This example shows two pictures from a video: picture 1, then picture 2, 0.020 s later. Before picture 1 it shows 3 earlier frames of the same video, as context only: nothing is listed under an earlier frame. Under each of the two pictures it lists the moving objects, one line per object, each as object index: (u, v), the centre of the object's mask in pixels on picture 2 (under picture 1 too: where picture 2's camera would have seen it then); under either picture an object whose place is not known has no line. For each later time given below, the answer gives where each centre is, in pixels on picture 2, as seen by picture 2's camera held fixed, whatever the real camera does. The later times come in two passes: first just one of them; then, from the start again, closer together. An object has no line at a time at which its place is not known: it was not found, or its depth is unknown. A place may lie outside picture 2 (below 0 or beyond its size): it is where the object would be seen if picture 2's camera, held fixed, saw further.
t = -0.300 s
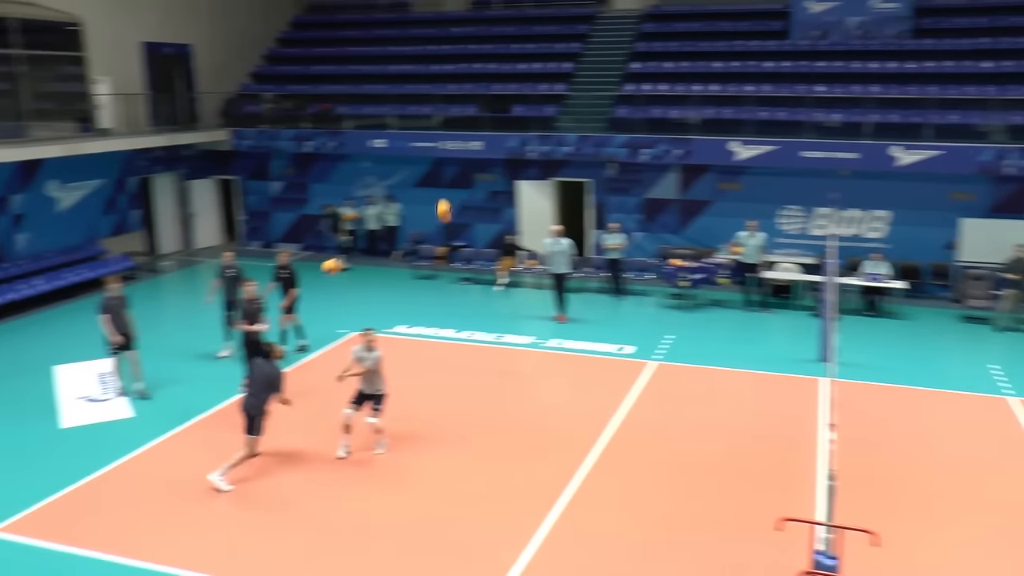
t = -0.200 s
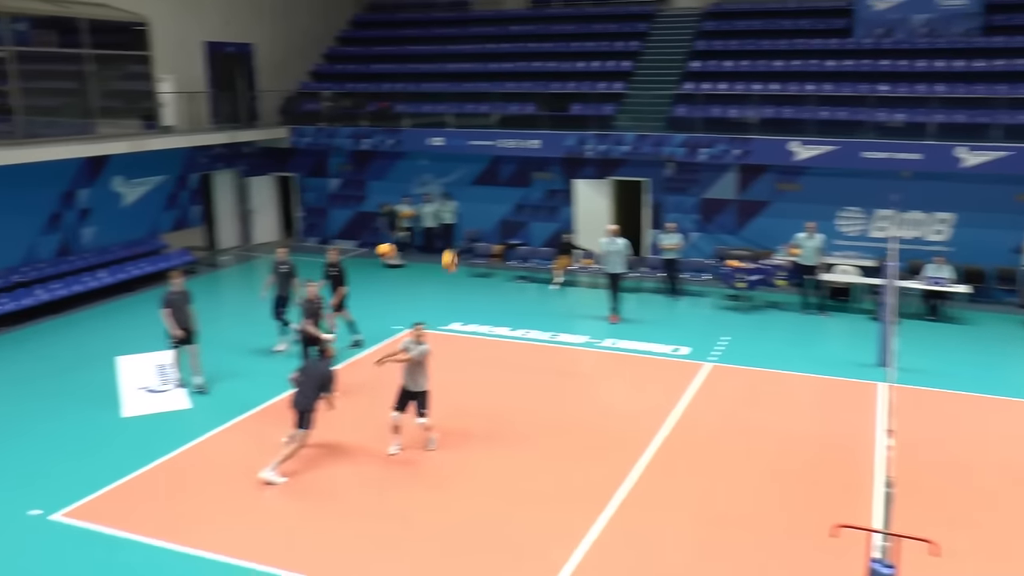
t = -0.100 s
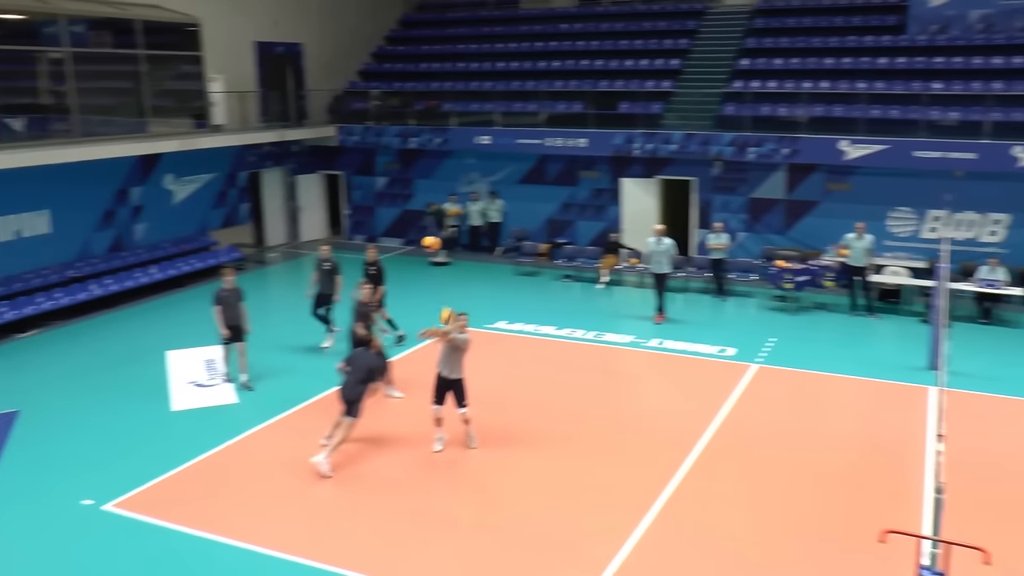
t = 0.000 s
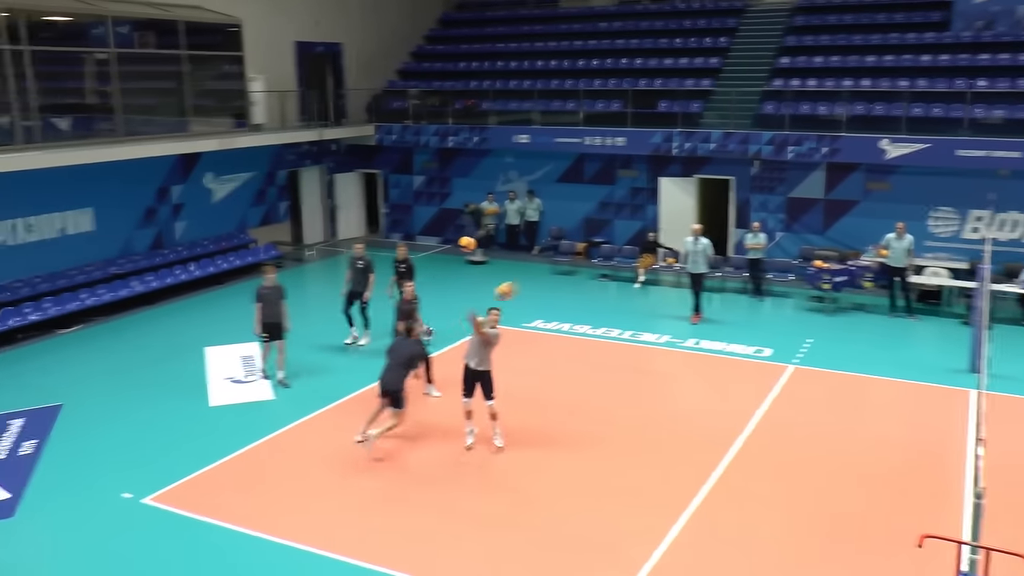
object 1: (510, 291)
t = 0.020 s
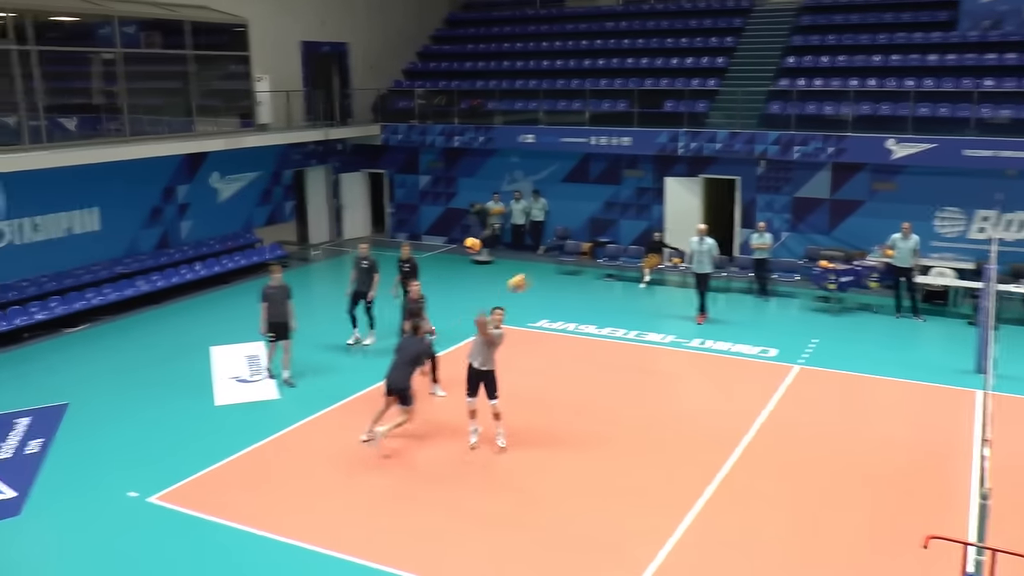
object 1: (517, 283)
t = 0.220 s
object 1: (600, 219)
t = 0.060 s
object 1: (533, 267)
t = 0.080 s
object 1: (541, 260)
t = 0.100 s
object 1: (550, 254)
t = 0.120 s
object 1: (557, 248)
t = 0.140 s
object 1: (566, 242)
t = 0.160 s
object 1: (575, 235)
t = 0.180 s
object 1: (583, 229)
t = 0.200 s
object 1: (591, 224)
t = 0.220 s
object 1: (600, 219)
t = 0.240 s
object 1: (608, 214)
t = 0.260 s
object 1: (616, 209)
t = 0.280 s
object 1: (626, 204)
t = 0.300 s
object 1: (635, 200)
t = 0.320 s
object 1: (644, 195)
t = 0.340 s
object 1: (653, 192)
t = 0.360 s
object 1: (663, 188)
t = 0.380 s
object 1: (672, 185)
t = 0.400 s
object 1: (682, 182)
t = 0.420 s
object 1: (692, 180)
